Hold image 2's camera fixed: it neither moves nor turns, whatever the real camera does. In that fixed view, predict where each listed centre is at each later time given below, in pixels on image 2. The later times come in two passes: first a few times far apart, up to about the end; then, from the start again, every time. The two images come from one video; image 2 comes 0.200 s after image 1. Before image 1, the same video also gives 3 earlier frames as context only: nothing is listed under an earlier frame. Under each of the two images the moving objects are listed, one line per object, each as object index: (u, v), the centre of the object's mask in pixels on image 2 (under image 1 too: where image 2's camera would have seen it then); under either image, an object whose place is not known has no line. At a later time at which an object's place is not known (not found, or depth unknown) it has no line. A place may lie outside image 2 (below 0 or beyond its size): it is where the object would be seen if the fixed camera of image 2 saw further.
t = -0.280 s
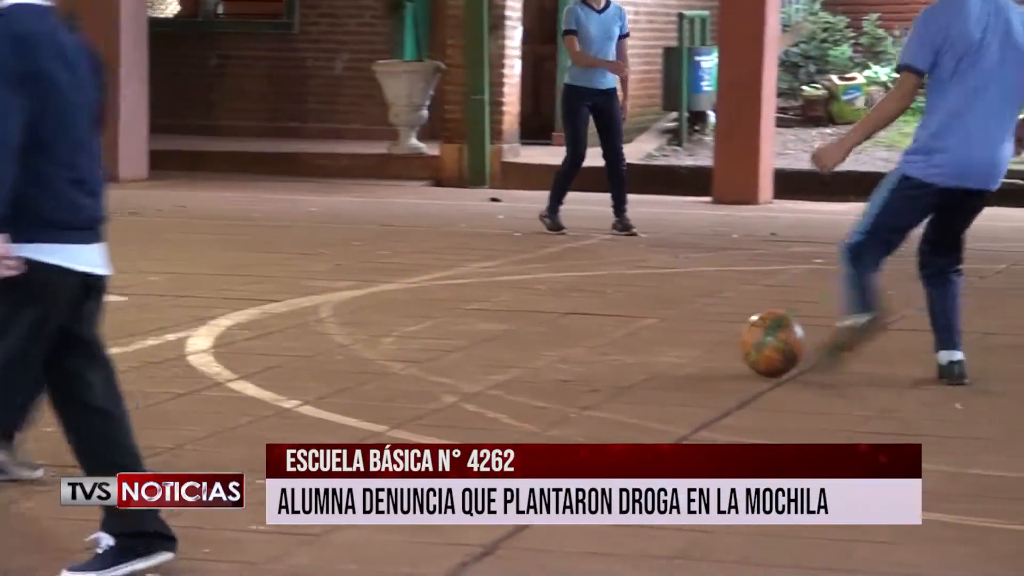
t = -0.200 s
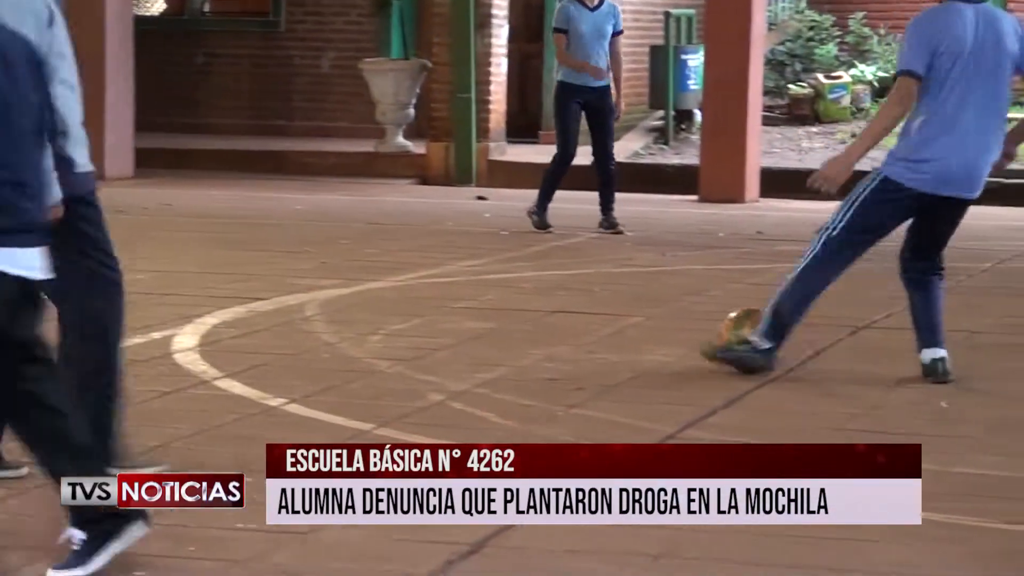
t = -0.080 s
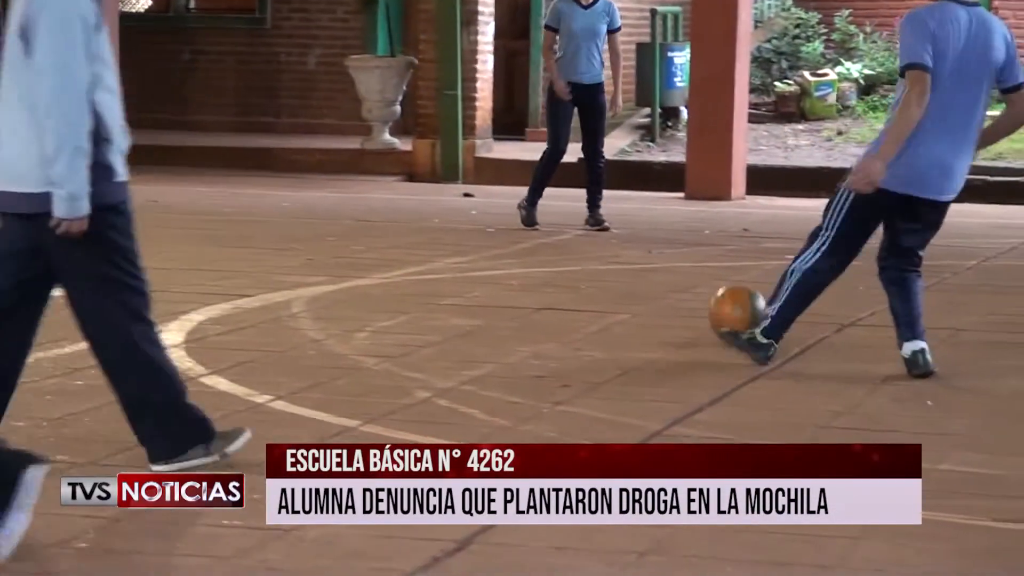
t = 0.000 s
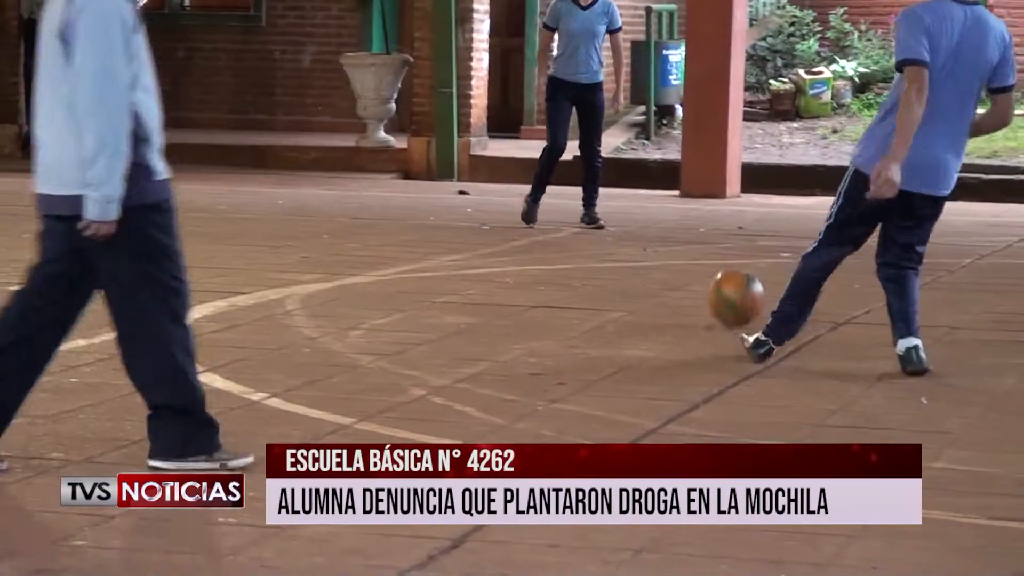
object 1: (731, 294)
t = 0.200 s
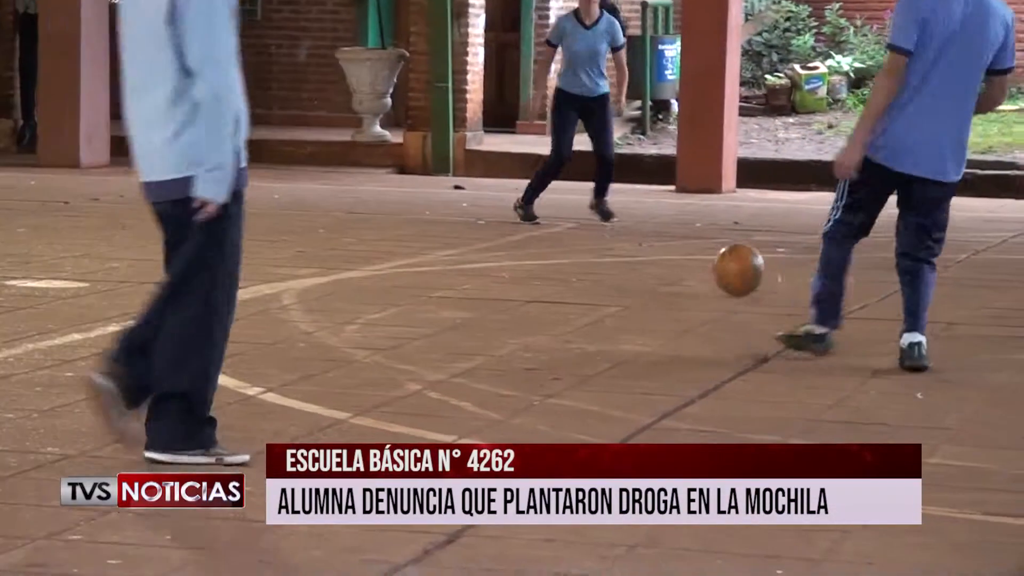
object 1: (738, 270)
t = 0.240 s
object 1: (740, 266)
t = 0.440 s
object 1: (747, 253)
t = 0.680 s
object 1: (755, 237)
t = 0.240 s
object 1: (740, 266)
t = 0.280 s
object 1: (742, 264)
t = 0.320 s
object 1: (743, 261)
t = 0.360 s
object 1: (745, 258)
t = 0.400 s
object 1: (746, 254)
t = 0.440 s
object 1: (747, 253)
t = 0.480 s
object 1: (749, 248)
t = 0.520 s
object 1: (750, 245)
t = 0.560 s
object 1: (751, 245)
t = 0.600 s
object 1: (753, 242)
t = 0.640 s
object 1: (754, 239)
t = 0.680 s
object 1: (755, 237)
